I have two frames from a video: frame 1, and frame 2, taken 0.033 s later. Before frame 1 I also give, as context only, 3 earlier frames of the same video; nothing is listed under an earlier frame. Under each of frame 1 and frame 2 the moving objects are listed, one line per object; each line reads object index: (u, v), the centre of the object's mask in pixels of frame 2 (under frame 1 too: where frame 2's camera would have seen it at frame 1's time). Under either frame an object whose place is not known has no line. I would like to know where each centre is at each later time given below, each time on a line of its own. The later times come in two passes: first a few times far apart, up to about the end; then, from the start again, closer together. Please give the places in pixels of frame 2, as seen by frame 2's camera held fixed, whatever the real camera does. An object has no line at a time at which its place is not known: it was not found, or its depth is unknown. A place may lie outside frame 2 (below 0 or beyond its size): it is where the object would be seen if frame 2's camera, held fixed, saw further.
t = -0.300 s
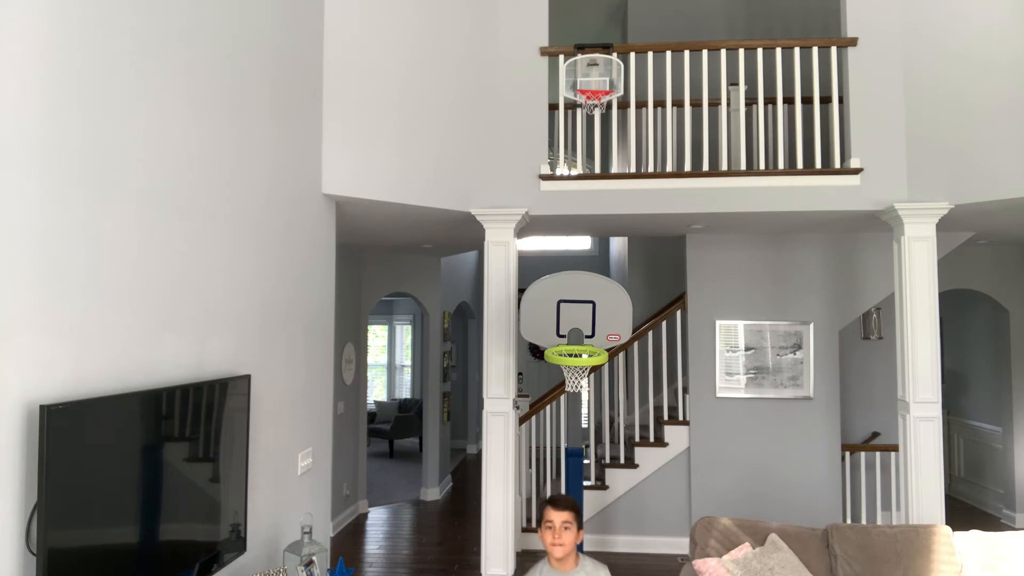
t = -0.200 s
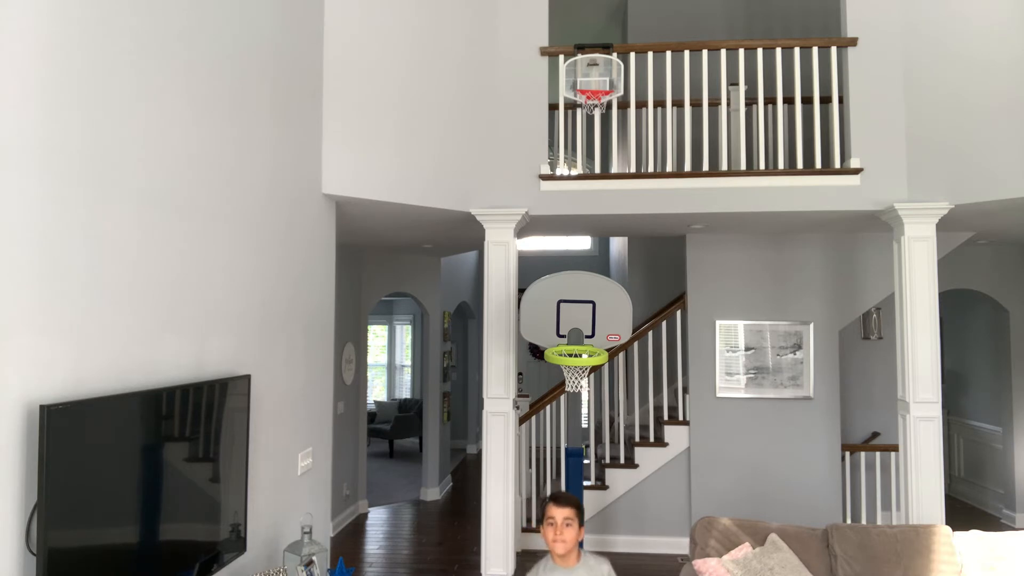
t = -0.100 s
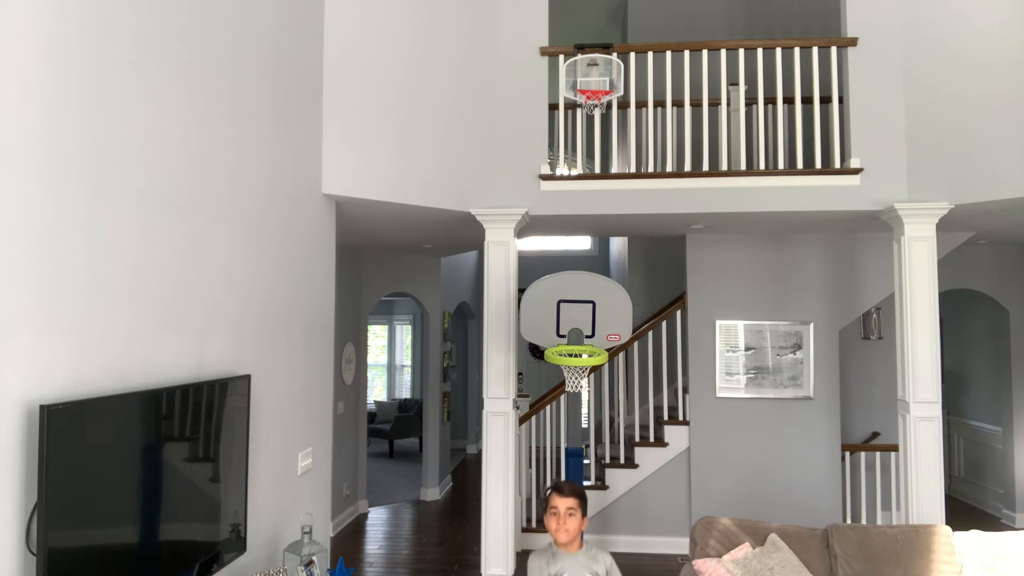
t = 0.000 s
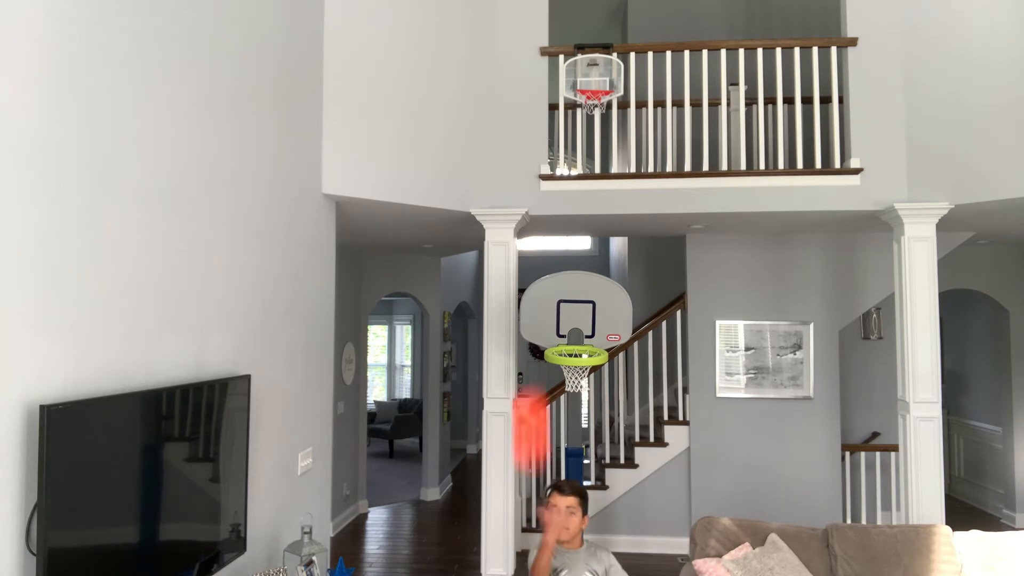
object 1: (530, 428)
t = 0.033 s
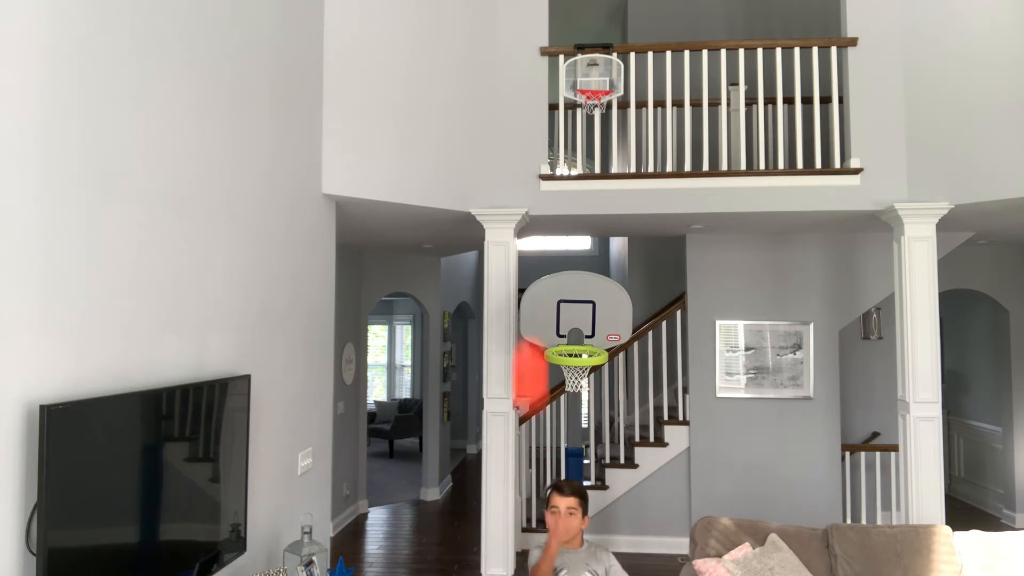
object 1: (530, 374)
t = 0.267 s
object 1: (525, 168)
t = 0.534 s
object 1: (520, 142)
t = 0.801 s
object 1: (514, 240)
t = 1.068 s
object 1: (511, 419)
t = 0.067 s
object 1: (530, 331)
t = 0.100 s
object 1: (529, 291)
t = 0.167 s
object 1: (528, 223)
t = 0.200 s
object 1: (528, 205)
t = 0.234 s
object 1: (526, 185)
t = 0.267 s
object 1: (525, 168)
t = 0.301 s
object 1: (524, 155)
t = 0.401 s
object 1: (522, 135)
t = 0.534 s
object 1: (520, 142)
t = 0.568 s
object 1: (519, 148)
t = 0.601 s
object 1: (519, 156)
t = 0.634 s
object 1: (518, 166)
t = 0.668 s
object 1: (517, 178)
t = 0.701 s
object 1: (516, 191)
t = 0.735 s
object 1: (516, 206)
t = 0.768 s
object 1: (516, 223)
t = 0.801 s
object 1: (514, 240)
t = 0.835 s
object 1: (515, 260)
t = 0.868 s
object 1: (515, 279)
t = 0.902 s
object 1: (514, 299)
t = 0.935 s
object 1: (513, 322)
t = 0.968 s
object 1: (513, 344)
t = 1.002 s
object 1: (513, 368)
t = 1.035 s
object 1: (511, 392)
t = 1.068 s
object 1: (511, 419)
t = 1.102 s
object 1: (511, 446)
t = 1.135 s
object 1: (511, 474)
